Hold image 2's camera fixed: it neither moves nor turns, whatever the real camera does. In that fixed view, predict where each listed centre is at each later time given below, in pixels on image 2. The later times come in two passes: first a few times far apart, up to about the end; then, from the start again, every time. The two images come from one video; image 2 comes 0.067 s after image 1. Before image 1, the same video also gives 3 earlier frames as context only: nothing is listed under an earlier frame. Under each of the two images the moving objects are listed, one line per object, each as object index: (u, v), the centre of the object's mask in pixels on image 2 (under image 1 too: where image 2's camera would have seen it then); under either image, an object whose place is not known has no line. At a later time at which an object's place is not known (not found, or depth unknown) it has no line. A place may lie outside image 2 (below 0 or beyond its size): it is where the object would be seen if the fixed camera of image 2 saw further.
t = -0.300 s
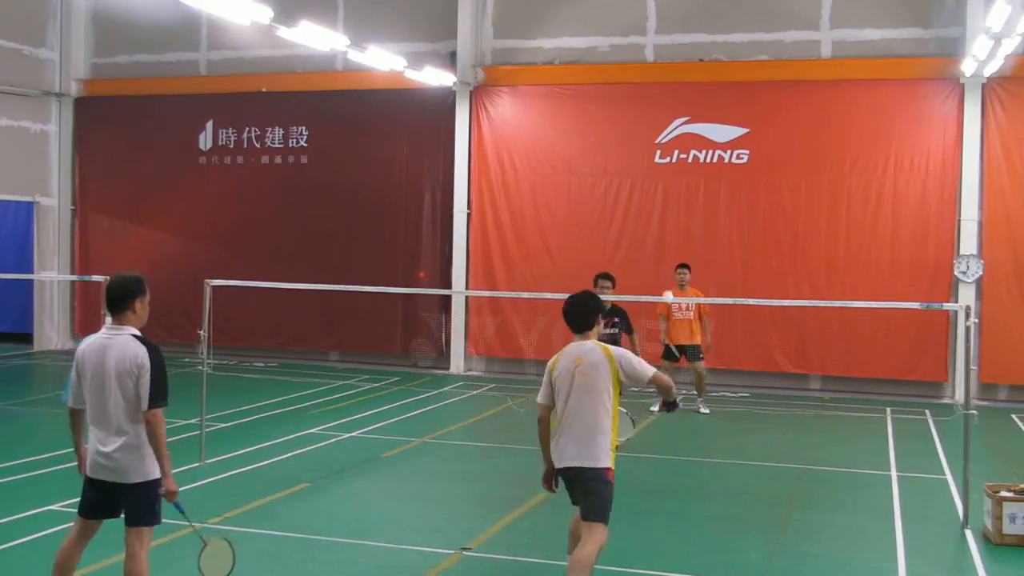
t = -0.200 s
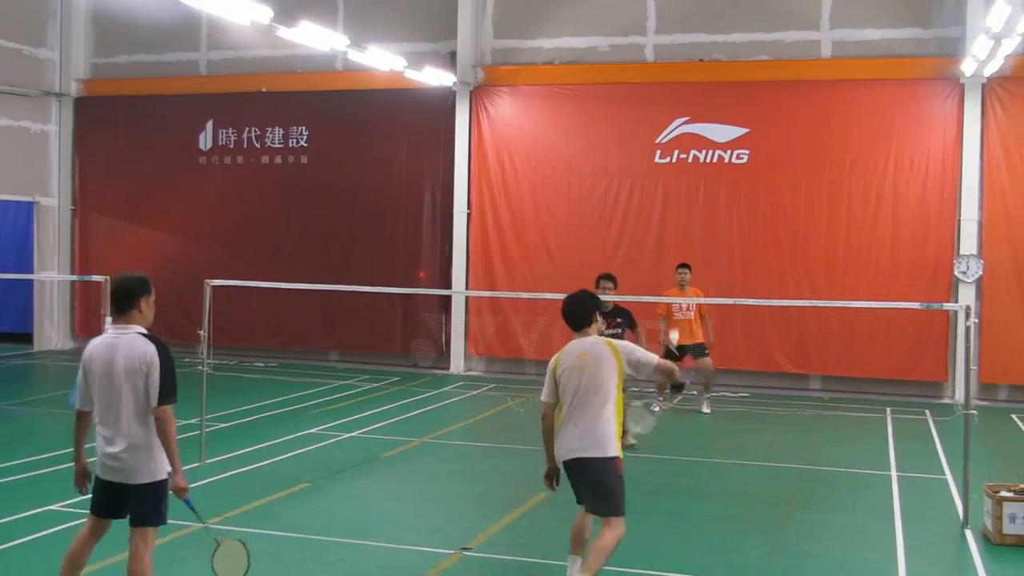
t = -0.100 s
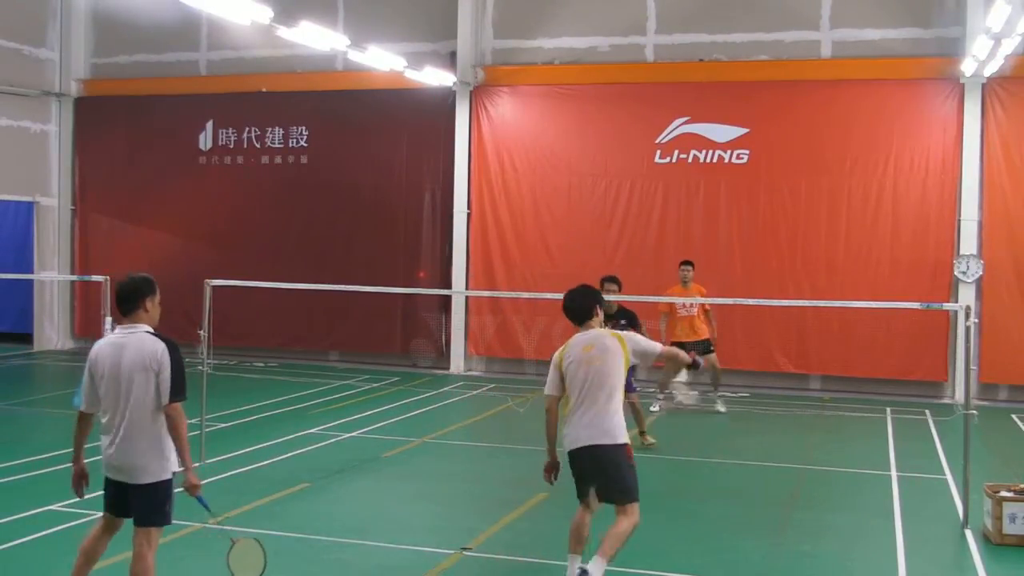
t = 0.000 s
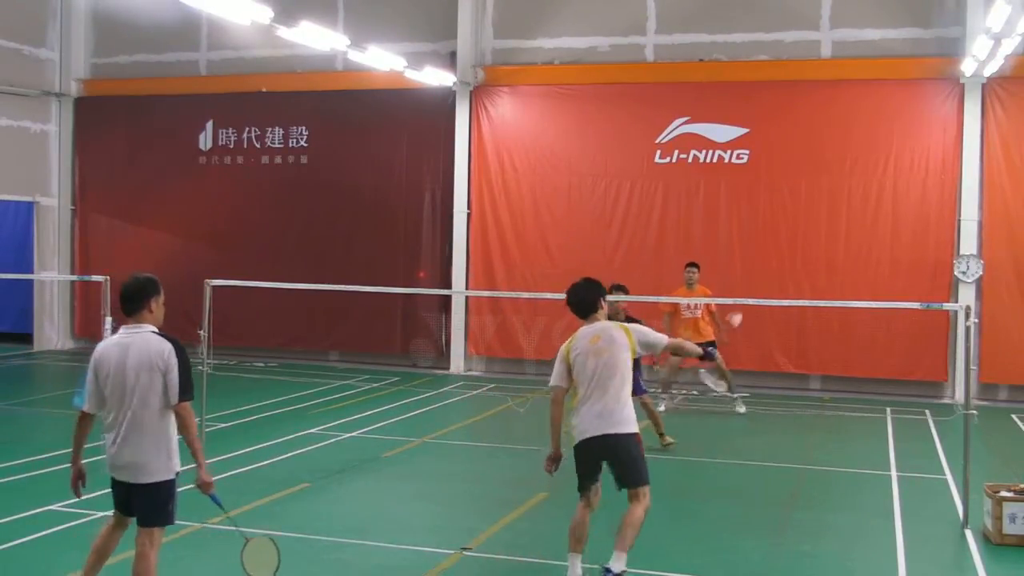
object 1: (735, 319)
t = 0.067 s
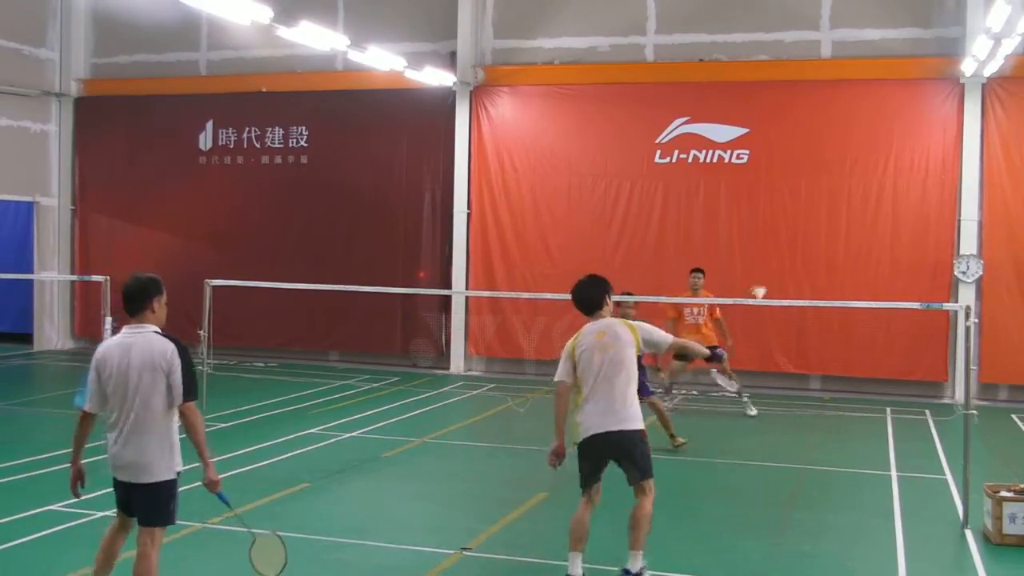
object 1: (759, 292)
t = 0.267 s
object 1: (812, 256)
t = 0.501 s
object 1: (869, 290)
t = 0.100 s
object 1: (768, 282)
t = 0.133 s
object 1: (775, 274)
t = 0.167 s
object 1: (783, 266)
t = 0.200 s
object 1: (792, 261)
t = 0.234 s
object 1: (803, 257)
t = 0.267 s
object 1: (812, 256)
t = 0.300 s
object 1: (821, 256)
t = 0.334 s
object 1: (829, 258)
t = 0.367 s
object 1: (838, 262)
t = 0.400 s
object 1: (847, 267)
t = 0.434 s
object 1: (854, 273)
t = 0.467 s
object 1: (862, 281)
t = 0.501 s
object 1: (869, 290)
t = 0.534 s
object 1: (875, 298)
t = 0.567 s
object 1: (881, 312)
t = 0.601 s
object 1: (886, 324)
